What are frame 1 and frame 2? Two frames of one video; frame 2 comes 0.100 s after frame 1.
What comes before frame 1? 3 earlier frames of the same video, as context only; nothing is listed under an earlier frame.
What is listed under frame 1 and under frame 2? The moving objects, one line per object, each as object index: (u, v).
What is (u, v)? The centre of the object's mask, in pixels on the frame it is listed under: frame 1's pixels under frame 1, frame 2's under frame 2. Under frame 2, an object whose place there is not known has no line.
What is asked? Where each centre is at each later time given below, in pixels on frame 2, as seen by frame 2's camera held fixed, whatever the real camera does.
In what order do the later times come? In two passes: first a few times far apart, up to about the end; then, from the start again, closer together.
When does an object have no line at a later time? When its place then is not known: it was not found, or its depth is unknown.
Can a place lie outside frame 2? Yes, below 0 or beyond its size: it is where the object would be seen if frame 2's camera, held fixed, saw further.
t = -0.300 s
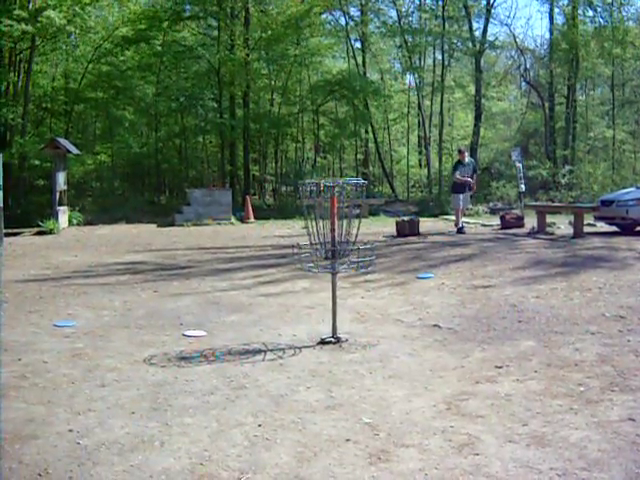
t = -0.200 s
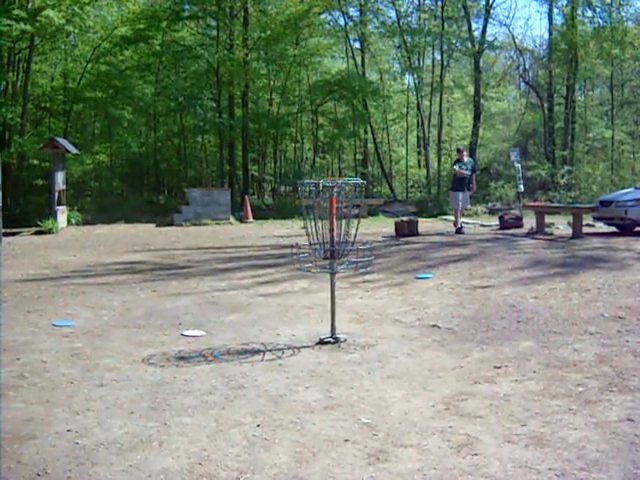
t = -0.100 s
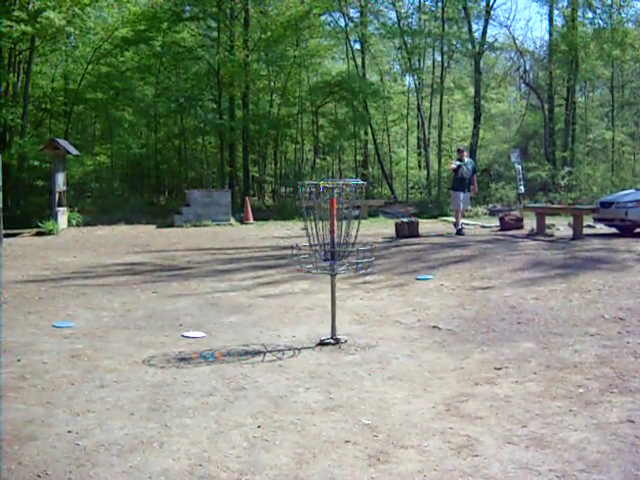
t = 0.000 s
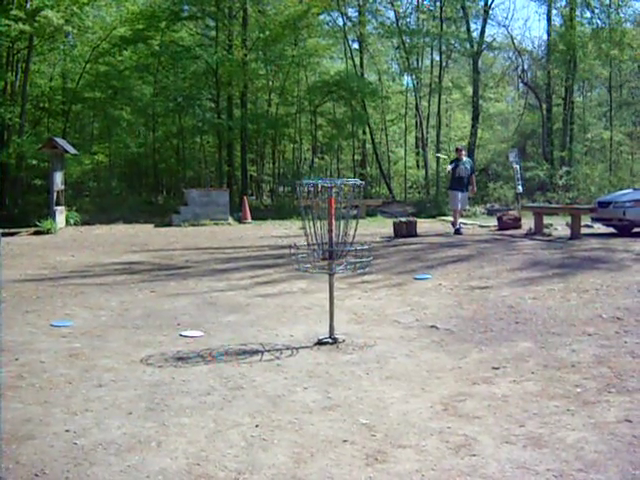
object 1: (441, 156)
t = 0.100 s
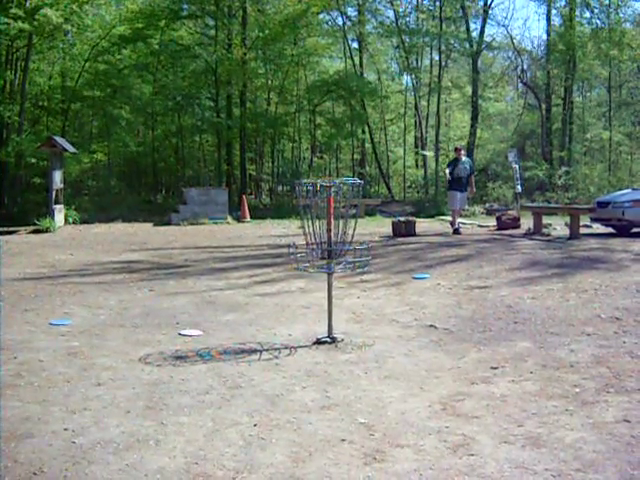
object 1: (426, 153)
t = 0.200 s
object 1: (413, 154)
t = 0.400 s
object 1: (382, 164)
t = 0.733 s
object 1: (319, 210)
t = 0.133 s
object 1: (421, 152)
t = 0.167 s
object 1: (418, 153)
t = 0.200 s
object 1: (413, 154)
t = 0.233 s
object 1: (408, 155)
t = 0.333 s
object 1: (393, 159)
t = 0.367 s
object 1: (387, 162)
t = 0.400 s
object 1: (382, 164)
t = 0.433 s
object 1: (376, 167)
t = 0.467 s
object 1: (370, 170)
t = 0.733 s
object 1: (319, 210)
